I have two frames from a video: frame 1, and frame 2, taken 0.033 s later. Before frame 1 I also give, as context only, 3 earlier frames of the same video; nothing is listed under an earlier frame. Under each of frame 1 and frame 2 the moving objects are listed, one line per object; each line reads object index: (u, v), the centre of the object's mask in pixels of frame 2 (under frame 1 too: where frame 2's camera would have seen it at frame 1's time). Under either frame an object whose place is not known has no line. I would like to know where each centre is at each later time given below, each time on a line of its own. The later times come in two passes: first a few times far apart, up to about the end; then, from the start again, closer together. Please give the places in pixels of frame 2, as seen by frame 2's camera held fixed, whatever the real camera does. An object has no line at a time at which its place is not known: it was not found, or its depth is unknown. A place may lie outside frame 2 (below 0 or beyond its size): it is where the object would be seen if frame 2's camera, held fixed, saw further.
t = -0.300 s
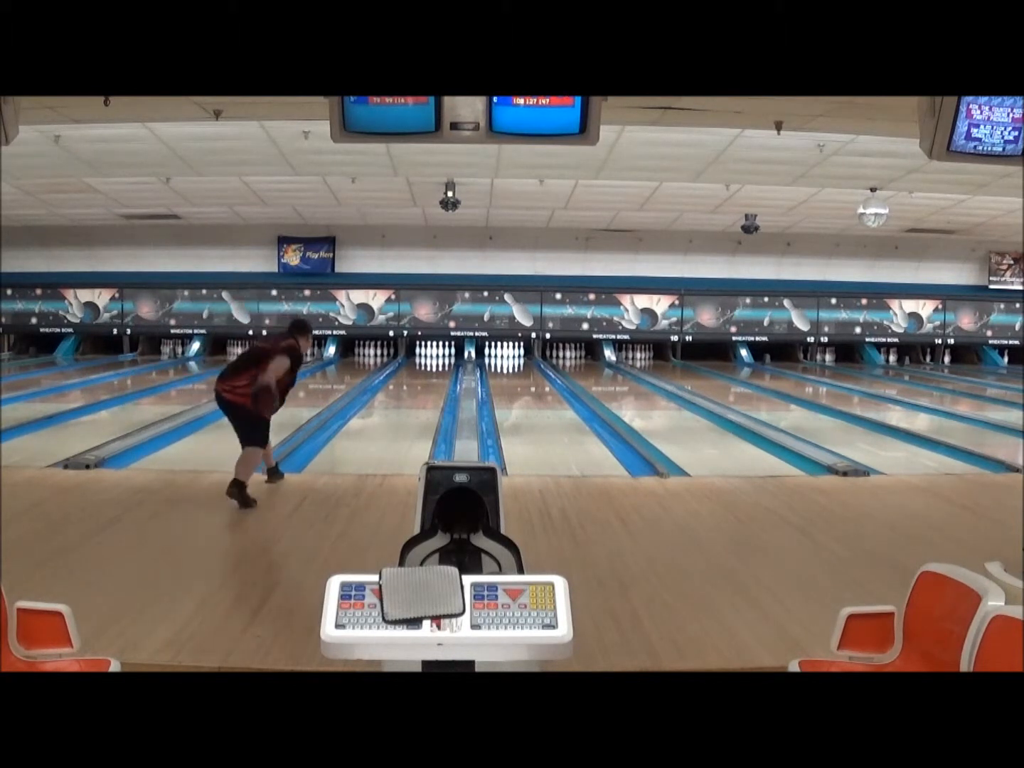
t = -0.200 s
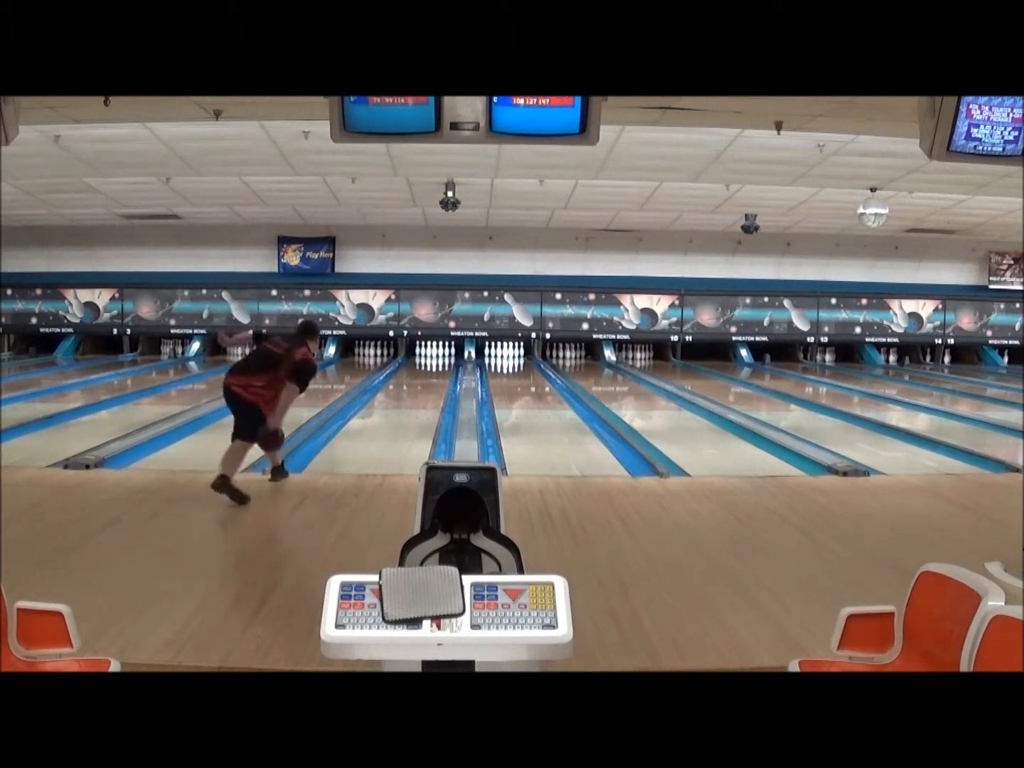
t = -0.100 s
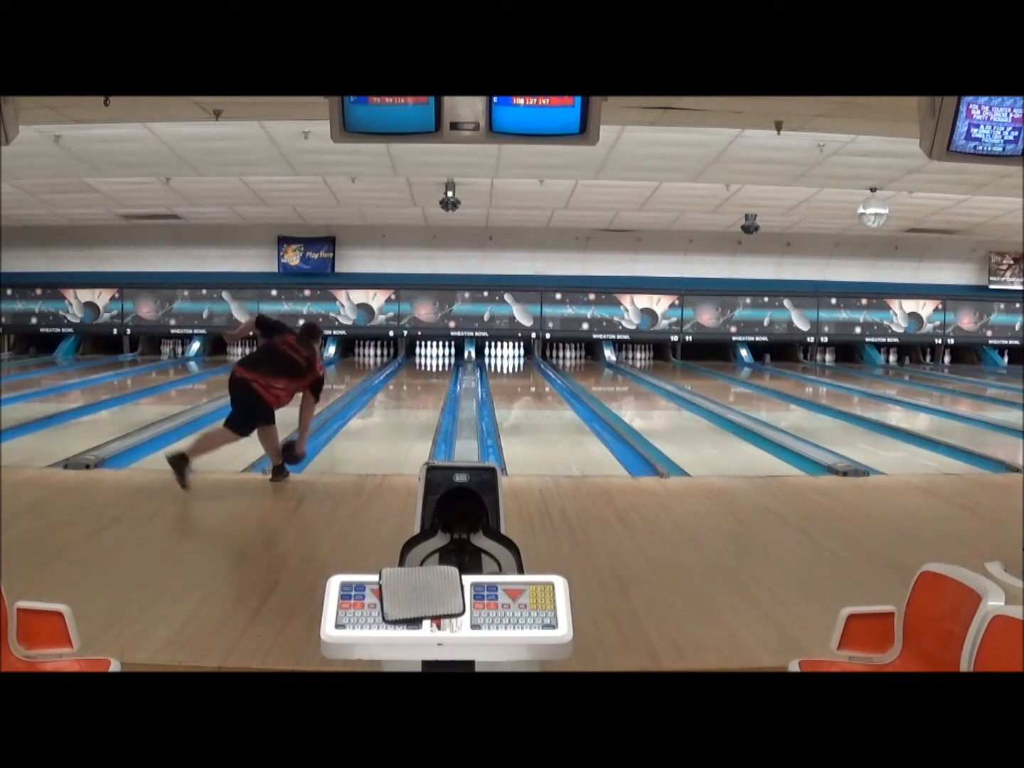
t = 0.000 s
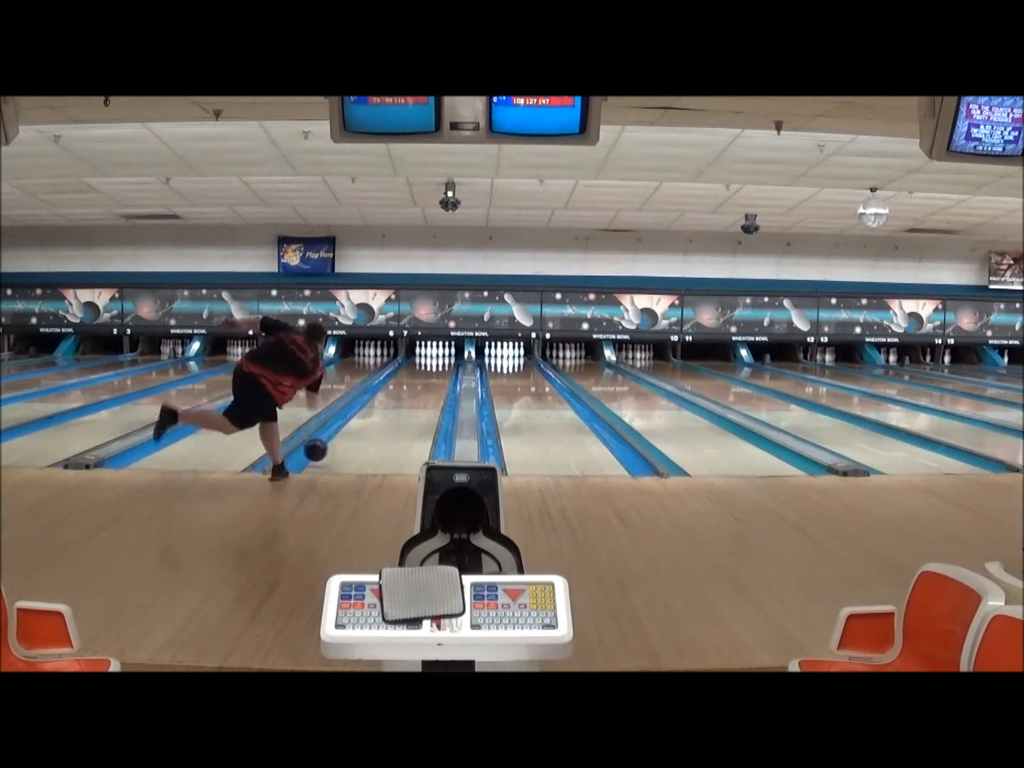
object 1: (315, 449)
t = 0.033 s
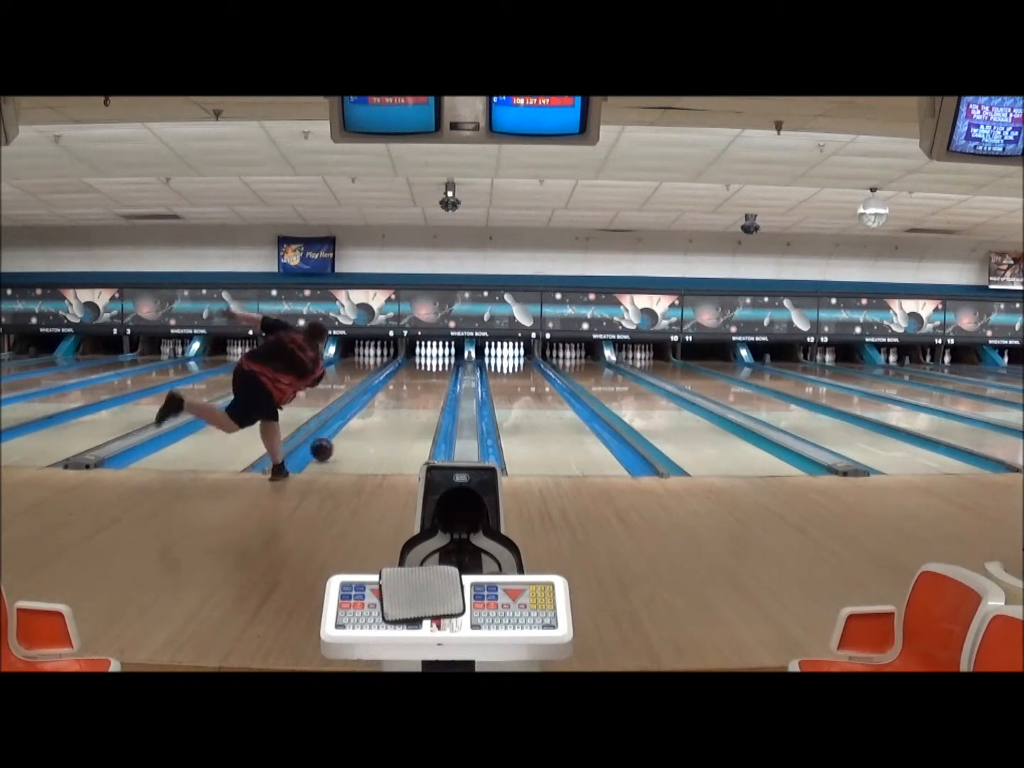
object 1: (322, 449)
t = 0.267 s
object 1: (358, 426)
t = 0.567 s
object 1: (391, 405)
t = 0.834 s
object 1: (411, 392)
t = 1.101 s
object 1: (425, 381)
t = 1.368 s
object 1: (435, 373)
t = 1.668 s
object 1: (441, 366)
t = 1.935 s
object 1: (444, 361)
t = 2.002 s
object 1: (444, 360)
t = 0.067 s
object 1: (328, 445)
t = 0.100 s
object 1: (334, 440)
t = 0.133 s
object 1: (339, 436)
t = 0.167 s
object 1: (344, 434)
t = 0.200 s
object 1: (349, 432)
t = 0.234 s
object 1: (354, 429)
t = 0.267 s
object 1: (358, 426)
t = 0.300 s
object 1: (363, 423)
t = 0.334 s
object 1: (367, 420)
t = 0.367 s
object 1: (370, 418)
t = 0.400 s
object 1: (374, 416)
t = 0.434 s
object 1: (378, 413)
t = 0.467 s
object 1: (381, 411)
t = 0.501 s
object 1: (384, 409)
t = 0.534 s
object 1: (388, 407)
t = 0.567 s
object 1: (391, 405)
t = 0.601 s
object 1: (394, 403)
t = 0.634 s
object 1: (396, 402)
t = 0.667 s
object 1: (399, 400)
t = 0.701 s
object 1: (402, 398)
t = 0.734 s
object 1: (404, 397)
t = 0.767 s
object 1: (406, 394)
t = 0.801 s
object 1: (409, 393)
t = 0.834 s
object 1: (411, 392)
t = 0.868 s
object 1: (413, 390)
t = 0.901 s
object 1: (415, 389)
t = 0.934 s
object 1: (417, 387)
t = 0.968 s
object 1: (419, 386)
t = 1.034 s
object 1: (422, 383)
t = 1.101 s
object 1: (425, 381)
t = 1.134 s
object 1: (427, 380)
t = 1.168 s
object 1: (428, 380)
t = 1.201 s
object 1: (429, 378)
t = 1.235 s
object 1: (430, 377)
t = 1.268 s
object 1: (432, 376)
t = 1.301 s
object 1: (433, 375)
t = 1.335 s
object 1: (434, 374)
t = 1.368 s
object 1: (435, 373)
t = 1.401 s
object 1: (436, 372)
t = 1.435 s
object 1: (438, 371)
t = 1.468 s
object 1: (438, 370)
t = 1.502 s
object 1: (439, 370)
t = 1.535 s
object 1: (440, 369)
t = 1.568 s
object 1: (440, 368)
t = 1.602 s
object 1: (440, 367)
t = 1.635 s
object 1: (441, 367)
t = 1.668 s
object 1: (441, 366)
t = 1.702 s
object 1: (442, 365)
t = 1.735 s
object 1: (442, 365)
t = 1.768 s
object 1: (443, 364)
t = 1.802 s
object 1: (443, 364)
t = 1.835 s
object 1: (444, 363)
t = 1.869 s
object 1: (444, 362)
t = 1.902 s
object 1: (443, 361)
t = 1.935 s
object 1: (444, 361)
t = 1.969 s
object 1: (444, 360)
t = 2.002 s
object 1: (444, 360)
